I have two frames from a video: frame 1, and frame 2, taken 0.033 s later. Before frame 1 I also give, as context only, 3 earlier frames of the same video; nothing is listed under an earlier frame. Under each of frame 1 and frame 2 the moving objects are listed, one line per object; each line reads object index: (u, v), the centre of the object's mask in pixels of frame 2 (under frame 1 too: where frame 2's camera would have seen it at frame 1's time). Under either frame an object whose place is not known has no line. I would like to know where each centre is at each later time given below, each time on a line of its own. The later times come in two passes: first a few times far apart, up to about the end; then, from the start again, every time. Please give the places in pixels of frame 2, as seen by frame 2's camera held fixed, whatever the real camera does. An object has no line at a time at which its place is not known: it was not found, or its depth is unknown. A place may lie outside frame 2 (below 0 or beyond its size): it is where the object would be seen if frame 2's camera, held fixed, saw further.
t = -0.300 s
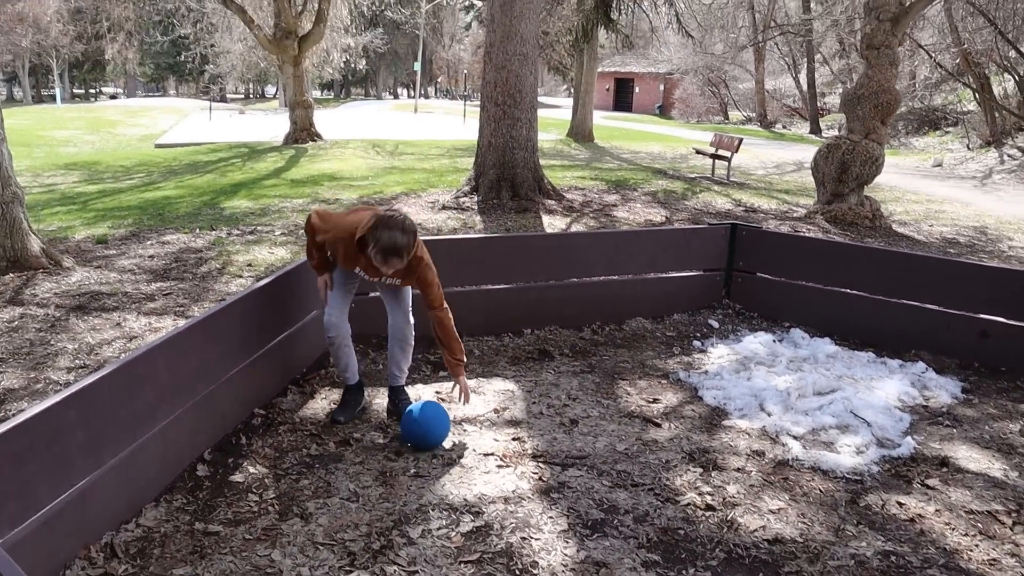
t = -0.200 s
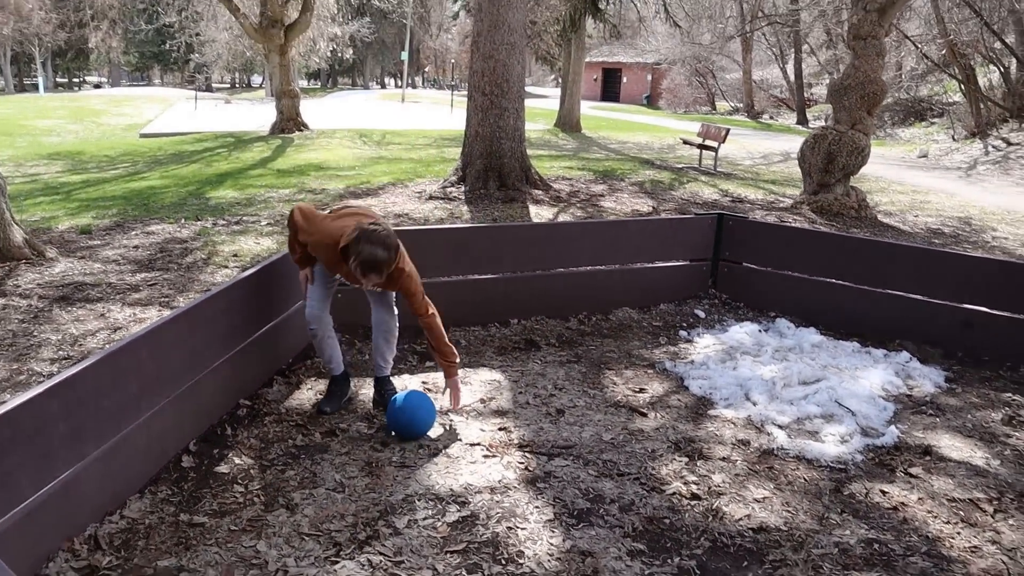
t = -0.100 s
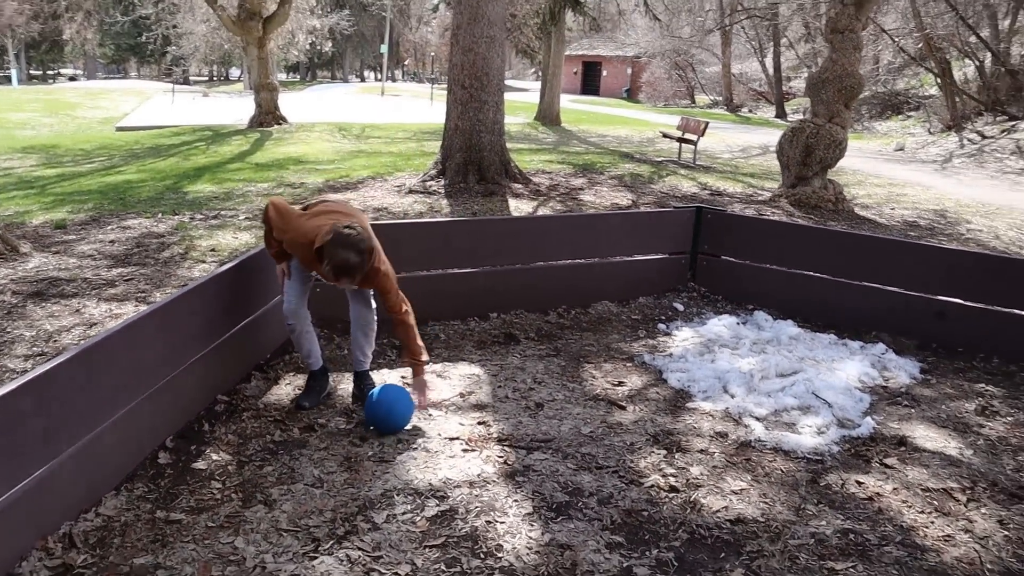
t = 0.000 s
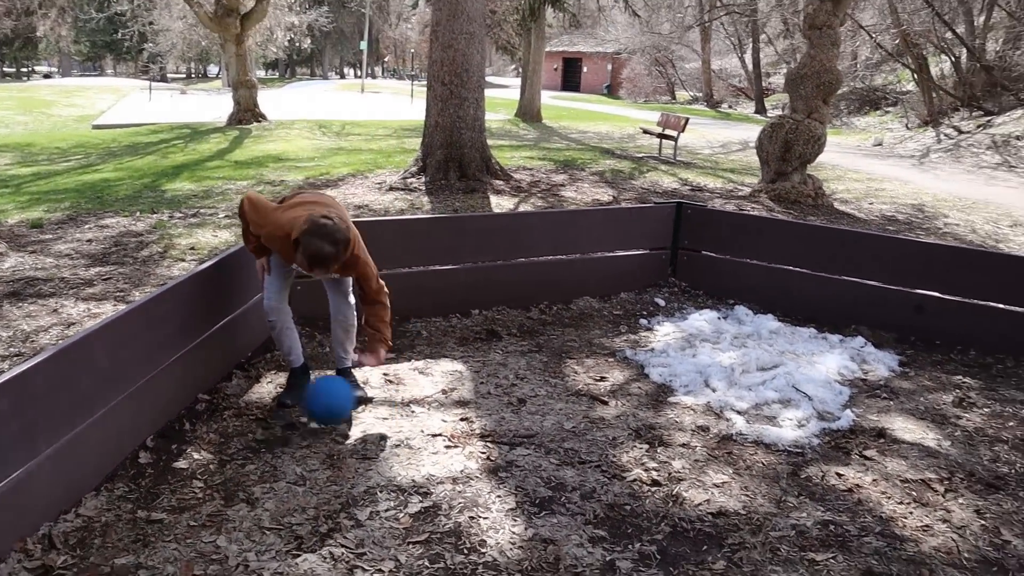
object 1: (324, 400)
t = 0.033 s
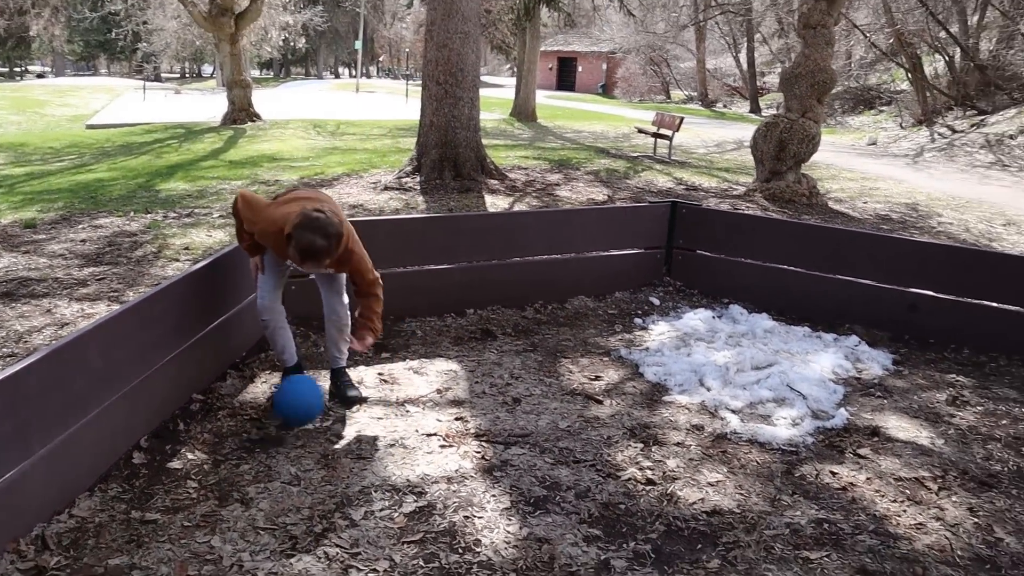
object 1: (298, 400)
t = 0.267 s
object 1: (132, 445)
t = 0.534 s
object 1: (157, 501)
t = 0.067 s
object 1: (274, 403)
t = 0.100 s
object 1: (248, 409)
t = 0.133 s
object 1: (222, 417)
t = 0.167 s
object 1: (195, 429)
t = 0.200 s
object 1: (167, 444)
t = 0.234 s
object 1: (144, 450)
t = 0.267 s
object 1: (132, 445)
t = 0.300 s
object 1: (133, 442)
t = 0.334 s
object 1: (136, 440)
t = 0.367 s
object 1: (138, 441)
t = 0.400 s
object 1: (141, 447)
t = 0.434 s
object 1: (143, 455)
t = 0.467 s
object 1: (148, 468)
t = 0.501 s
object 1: (152, 483)
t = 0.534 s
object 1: (157, 501)
